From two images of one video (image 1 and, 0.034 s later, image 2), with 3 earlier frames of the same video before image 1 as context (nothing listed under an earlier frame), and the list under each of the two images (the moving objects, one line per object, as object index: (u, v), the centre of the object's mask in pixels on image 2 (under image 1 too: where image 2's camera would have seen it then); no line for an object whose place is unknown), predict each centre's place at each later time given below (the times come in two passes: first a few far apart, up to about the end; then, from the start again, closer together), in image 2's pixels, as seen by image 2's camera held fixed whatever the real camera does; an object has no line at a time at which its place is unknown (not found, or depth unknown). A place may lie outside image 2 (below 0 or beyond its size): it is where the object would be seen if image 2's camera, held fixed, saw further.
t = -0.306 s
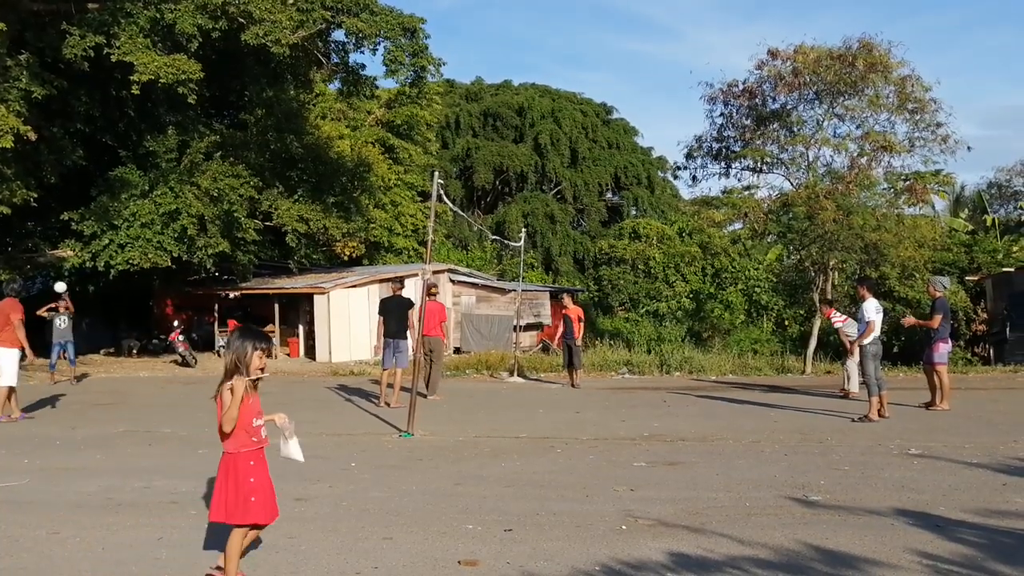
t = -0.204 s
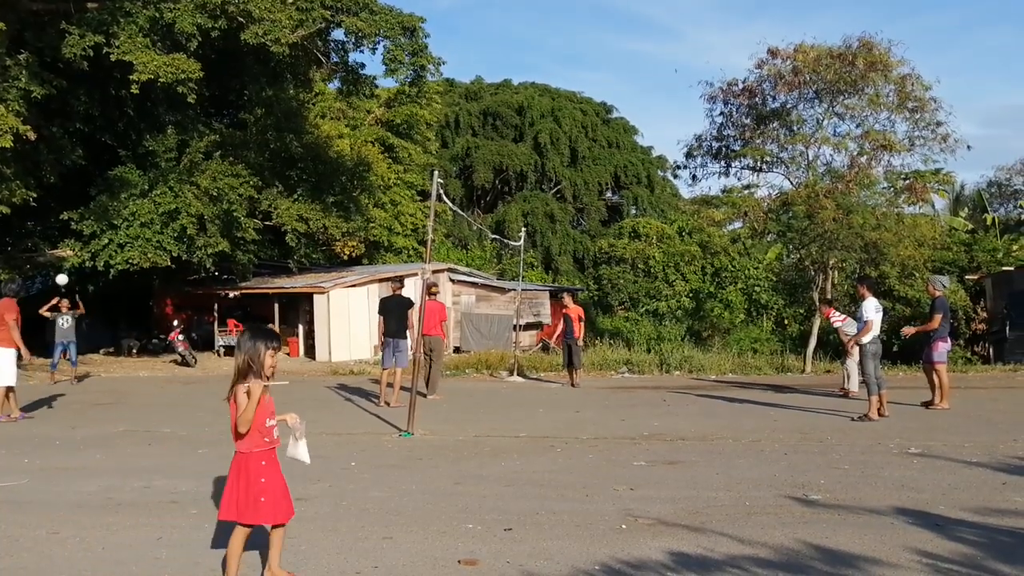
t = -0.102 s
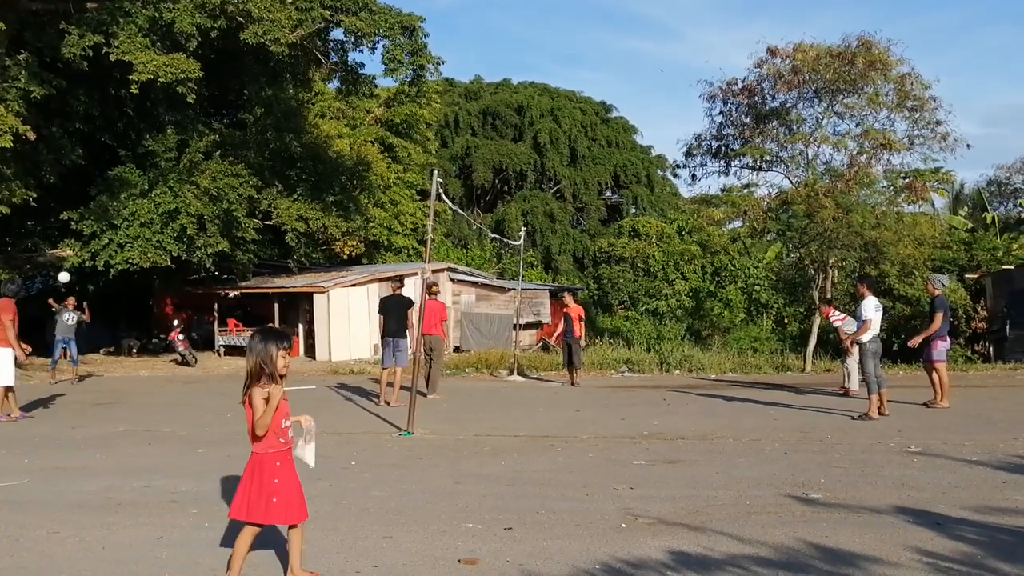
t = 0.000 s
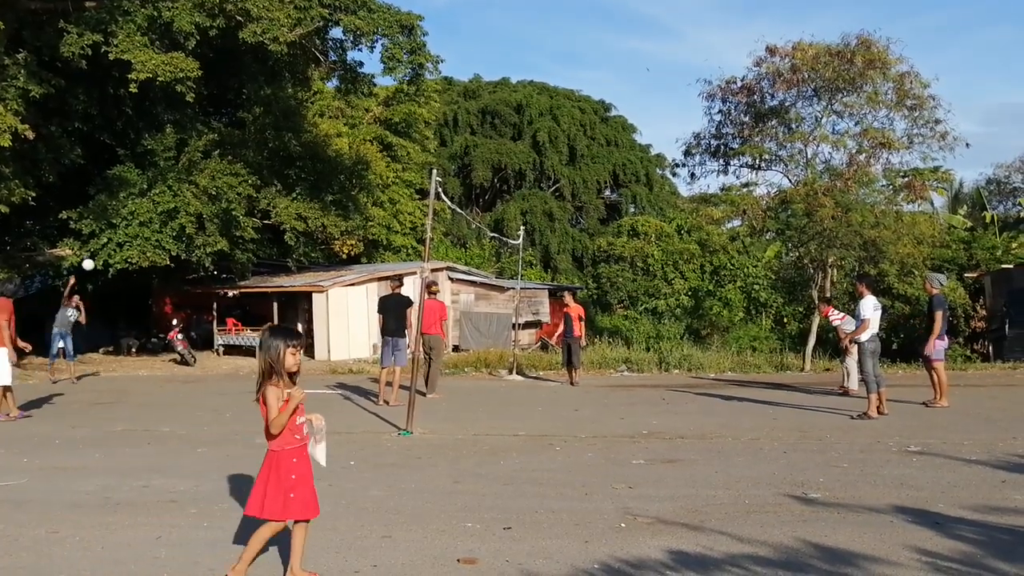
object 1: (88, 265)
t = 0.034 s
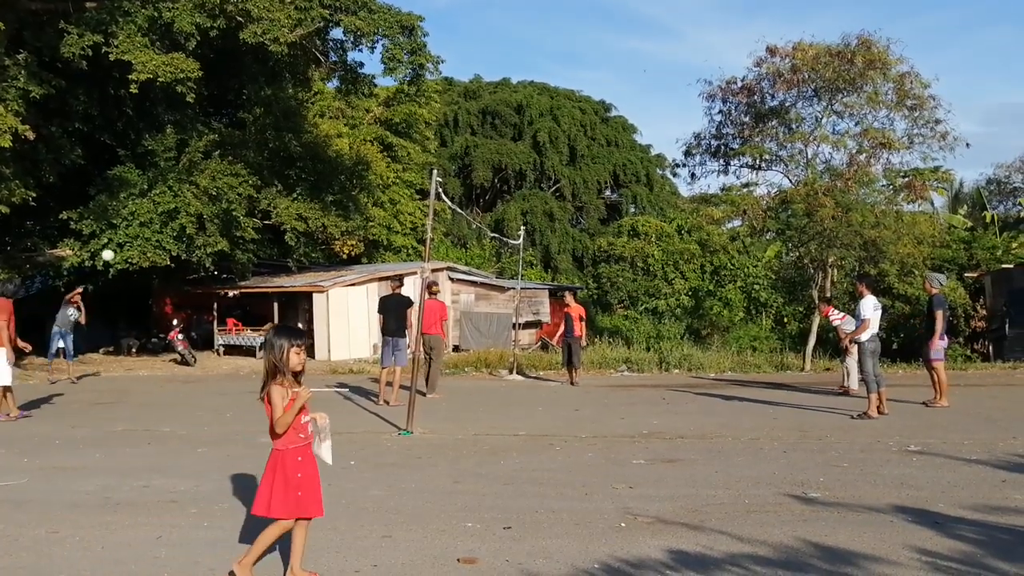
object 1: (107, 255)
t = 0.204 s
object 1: (202, 213)
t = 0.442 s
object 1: (339, 177)
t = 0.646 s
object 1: (461, 173)
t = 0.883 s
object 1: (612, 198)
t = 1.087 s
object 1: (754, 251)
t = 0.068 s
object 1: (126, 245)
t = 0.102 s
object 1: (145, 236)
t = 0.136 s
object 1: (164, 228)
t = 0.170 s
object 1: (184, 220)
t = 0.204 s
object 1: (202, 213)
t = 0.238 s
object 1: (222, 206)
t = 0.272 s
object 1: (241, 199)
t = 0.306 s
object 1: (259, 194)
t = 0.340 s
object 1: (279, 189)
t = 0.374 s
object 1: (299, 184)
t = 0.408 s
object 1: (318, 180)
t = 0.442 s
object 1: (339, 177)
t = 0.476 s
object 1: (359, 175)
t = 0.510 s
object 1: (379, 173)
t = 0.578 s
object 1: (420, 172)
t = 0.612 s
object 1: (441, 173)
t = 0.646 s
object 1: (461, 173)
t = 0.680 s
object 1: (482, 175)
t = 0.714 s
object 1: (503, 177)
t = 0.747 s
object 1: (525, 180)
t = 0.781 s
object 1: (546, 184)
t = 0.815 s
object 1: (567, 188)
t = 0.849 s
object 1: (589, 193)
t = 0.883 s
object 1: (612, 198)
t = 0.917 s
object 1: (635, 205)
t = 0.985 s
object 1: (681, 221)
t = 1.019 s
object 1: (705, 230)
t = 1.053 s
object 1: (730, 239)
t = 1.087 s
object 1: (754, 251)
